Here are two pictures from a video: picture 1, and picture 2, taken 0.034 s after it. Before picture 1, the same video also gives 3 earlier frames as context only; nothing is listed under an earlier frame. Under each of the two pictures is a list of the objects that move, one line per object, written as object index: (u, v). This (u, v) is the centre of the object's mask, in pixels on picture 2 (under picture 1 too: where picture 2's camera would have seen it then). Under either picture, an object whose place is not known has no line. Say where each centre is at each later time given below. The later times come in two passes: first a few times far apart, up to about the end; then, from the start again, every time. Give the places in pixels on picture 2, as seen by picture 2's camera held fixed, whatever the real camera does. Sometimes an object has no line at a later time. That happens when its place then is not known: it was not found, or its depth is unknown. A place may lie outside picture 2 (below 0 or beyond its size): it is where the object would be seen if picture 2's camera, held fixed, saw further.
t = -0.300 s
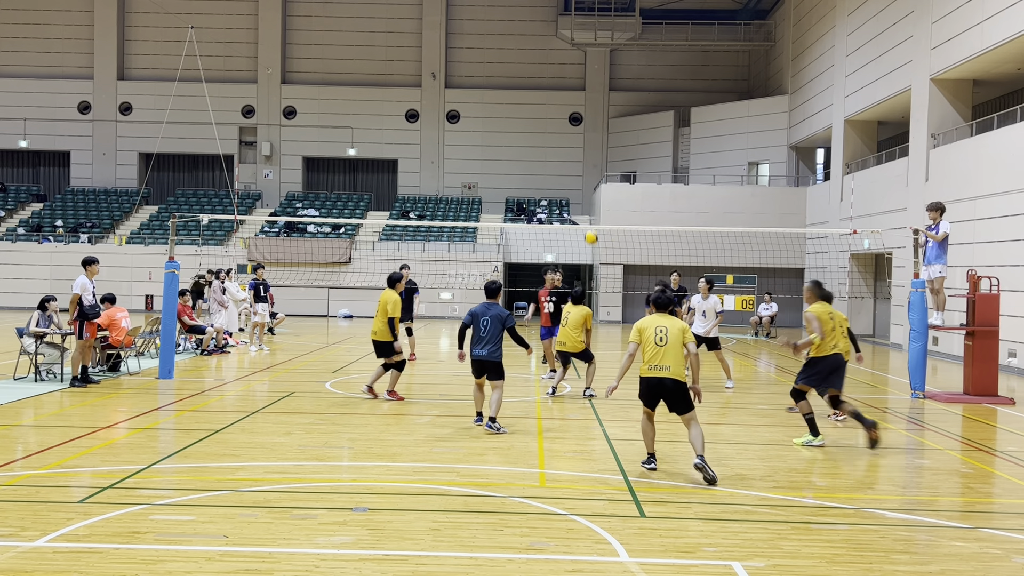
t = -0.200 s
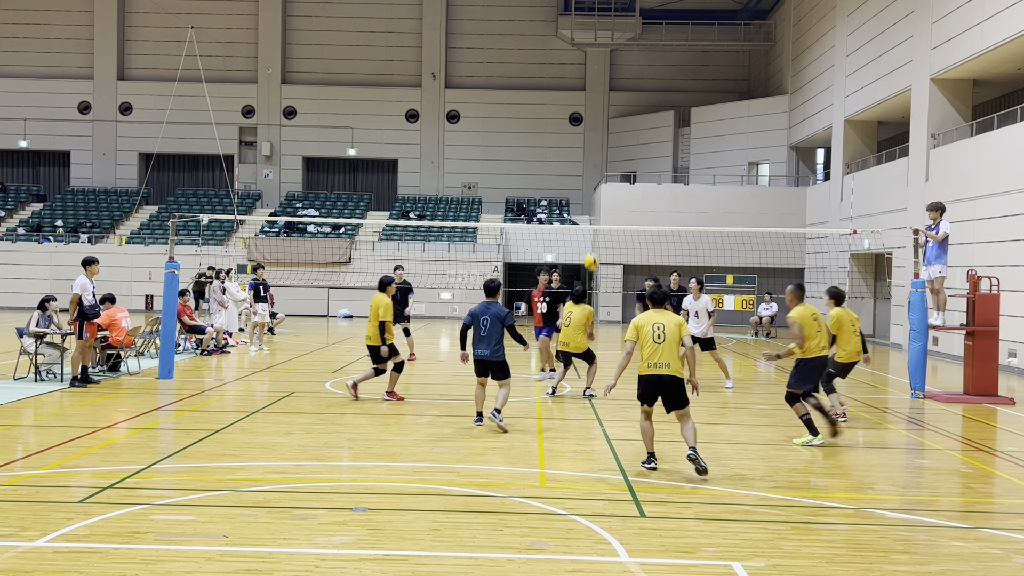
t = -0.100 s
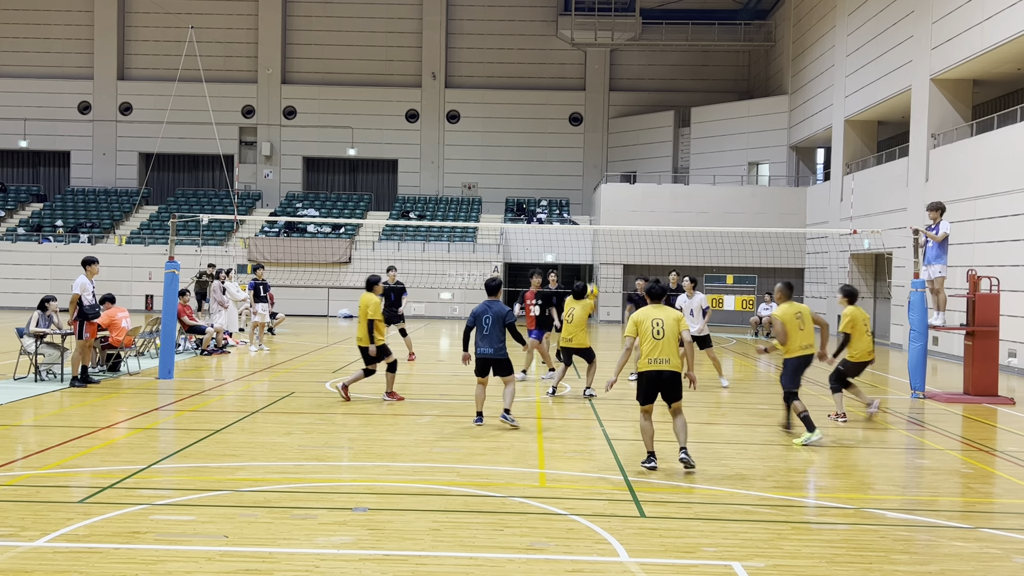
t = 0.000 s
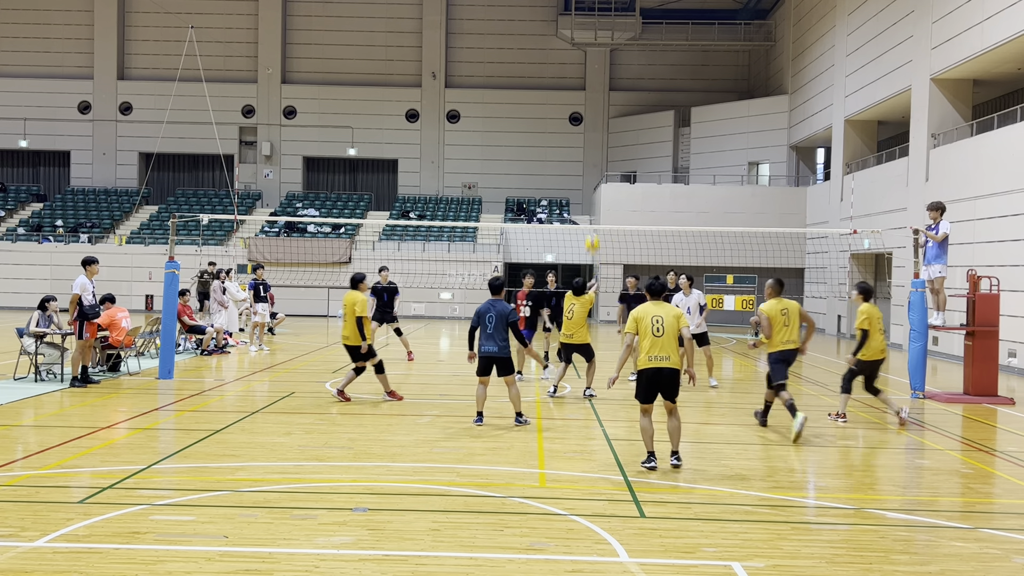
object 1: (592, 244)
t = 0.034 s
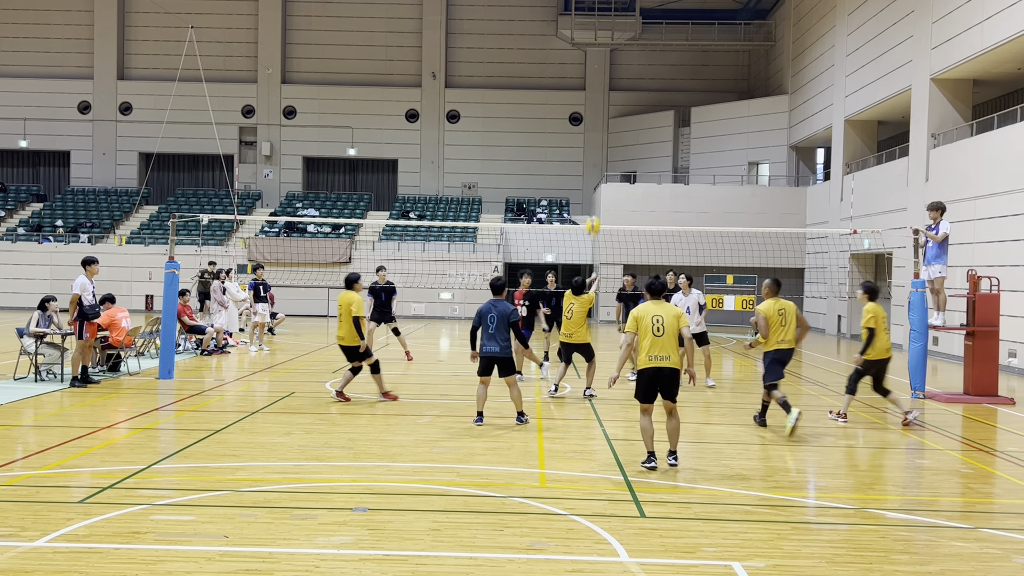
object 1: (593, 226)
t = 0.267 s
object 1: (596, 124)
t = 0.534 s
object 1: (598, 54)
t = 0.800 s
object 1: (598, 36)
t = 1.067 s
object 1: (598, 71)
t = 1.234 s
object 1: (596, 120)
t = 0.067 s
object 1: (593, 209)
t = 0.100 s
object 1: (593, 193)
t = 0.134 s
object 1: (594, 177)
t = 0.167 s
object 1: (595, 164)
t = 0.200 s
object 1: (595, 150)
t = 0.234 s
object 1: (596, 136)
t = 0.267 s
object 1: (596, 124)
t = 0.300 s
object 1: (597, 113)
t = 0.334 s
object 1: (597, 102)
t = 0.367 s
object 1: (597, 92)
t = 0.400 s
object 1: (598, 83)
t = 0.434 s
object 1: (598, 75)
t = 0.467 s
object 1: (598, 67)
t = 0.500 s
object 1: (598, 61)
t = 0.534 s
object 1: (598, 54)
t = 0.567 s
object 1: (598, 50)
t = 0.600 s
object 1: (598, 45)
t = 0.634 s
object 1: (598, 41)
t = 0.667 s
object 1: (598, 39)
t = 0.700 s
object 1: (598, 37)
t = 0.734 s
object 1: (598, 36)
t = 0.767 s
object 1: (598, 36)
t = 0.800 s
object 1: (598, 36)
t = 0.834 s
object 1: (598, 38)
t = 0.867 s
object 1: (598, 40)
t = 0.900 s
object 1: (598, 43)
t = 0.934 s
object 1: (598, 47)
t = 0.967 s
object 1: (598, 51)
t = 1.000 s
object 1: (598, 57)
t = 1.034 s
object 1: (598, 64)
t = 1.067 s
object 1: (598, 71)
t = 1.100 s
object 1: (597, 79)
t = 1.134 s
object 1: (597, 88)
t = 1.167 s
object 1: (597, 98)
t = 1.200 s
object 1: (597, 108)
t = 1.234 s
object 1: (596, 120)
